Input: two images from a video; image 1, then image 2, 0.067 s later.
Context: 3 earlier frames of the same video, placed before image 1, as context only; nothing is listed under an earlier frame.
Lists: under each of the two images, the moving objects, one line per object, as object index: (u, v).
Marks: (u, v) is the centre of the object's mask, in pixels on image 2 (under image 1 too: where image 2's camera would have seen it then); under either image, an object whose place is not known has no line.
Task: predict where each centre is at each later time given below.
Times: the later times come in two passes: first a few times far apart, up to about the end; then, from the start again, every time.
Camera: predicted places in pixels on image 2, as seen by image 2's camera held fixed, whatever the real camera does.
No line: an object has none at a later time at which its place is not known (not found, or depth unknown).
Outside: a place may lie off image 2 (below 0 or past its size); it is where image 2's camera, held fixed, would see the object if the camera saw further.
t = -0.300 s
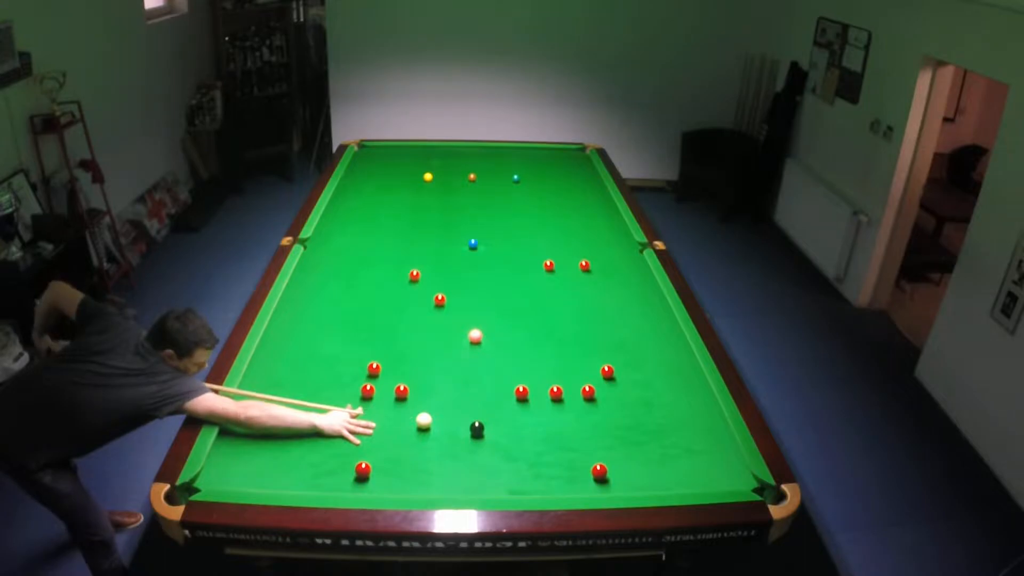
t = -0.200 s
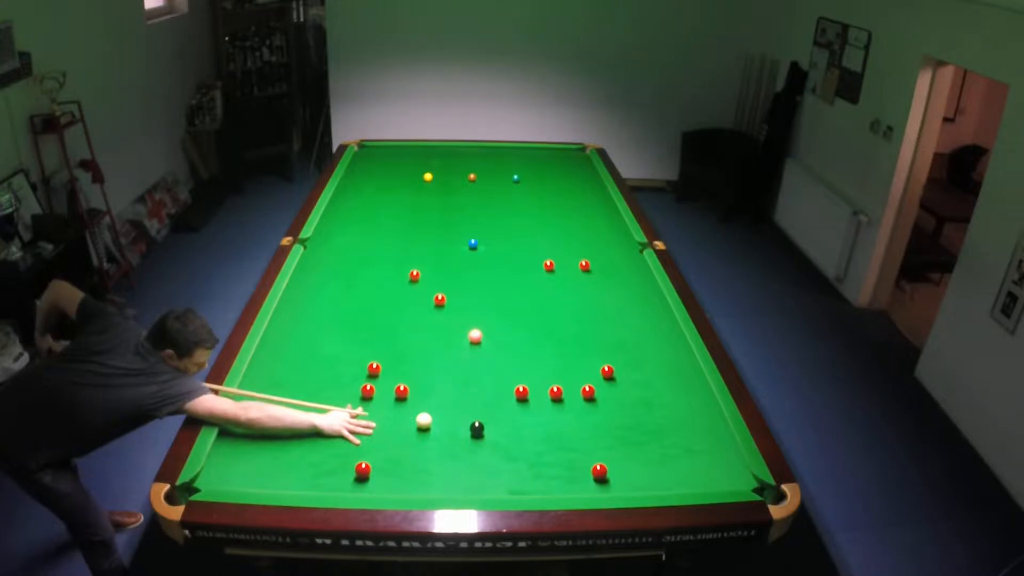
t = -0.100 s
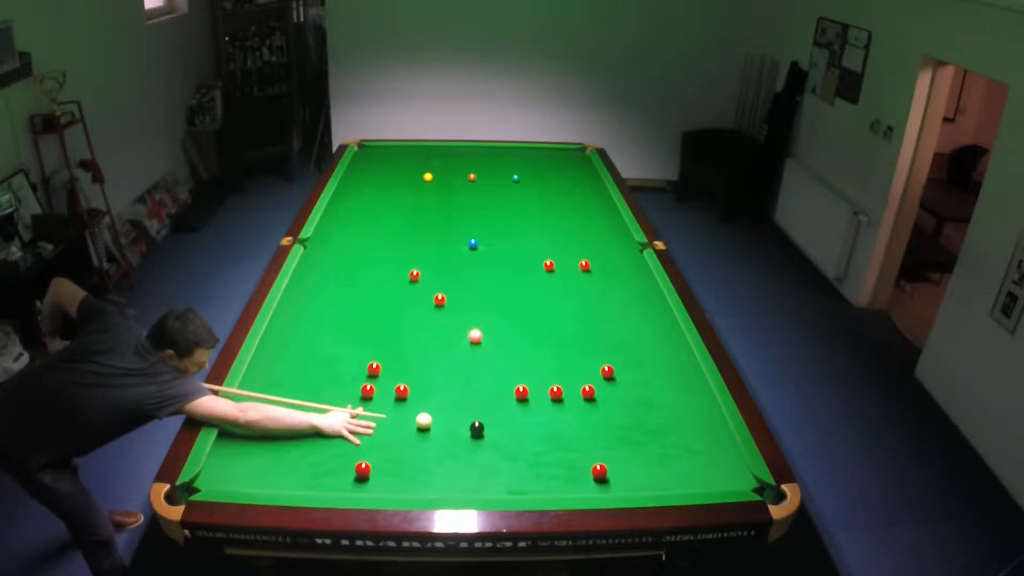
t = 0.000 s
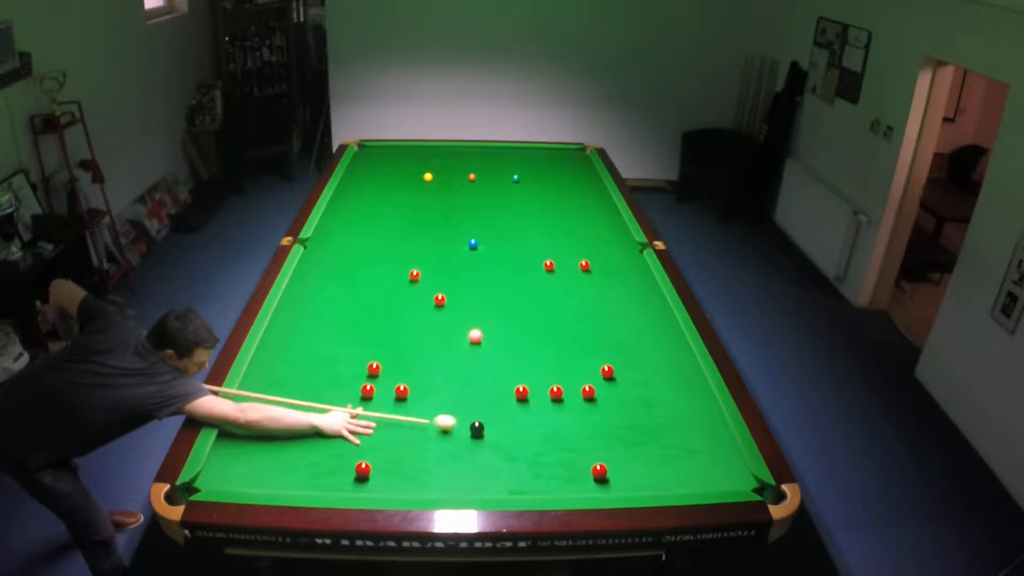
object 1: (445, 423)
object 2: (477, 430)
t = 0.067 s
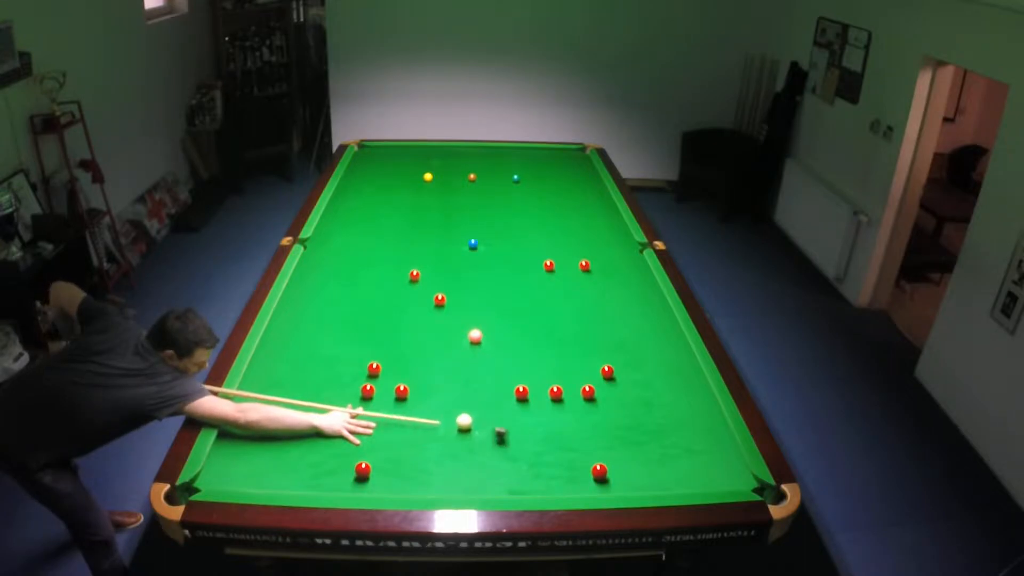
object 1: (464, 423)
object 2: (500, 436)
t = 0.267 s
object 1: (469, 412)
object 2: (599, 455)
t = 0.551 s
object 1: (475, 398)
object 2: (729, 482)
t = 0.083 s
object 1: (465, 422)
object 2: (510, 438)
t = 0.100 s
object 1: (465, 421)
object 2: (519, 440)
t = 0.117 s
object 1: (465, 420)
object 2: (528, 442)
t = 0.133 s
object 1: (466, 419)
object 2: (537, 444)
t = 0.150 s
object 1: (466, 418)
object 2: (545, 446)
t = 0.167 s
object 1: (467, 417)
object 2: (553, 447)
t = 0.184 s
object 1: (467, 416)
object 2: (561, 449)
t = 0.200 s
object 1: (467, 415)
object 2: (569, 451)
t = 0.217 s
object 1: (468, 414)
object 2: (577, 453)
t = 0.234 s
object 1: (468, 413)
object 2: (585, 454)
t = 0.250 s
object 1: (469, 413)
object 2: (592, 455)
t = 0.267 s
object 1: (469, 412)
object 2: (599, 455)
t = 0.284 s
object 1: (469, 411)
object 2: (608, 458)
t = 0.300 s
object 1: (470, 410)
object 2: (616, 461)
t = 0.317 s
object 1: (470, 409)
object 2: (623, 463)
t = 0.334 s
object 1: (470, 408)
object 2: (631, 464)
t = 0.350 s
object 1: (471, 408)
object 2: (639, 466)
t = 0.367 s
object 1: (471, 407)
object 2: (647, 468)
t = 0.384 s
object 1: (471, 406)
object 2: (654, 469)
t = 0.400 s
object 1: (472, 405)
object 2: (662, 471)
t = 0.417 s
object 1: (472, 404)
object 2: (670, 473)
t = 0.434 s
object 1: (472, 404)
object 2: (678, 475)
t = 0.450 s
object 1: (473, 403)
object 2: (686, 476)
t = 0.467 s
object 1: (473, 402)
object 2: (693, 477)
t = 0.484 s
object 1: (473, 401)
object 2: (701, 479)
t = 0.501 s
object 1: (474, 400)
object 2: (708, 480)
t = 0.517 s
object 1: (474, 399)
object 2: (715, 481)
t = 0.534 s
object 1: (475, 399)
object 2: (722, 481)
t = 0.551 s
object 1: (475, 398)
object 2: (729, 482)
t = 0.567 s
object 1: (475, 397)
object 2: (737, 483)
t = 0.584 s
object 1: (475, 396)
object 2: (744, 484)
